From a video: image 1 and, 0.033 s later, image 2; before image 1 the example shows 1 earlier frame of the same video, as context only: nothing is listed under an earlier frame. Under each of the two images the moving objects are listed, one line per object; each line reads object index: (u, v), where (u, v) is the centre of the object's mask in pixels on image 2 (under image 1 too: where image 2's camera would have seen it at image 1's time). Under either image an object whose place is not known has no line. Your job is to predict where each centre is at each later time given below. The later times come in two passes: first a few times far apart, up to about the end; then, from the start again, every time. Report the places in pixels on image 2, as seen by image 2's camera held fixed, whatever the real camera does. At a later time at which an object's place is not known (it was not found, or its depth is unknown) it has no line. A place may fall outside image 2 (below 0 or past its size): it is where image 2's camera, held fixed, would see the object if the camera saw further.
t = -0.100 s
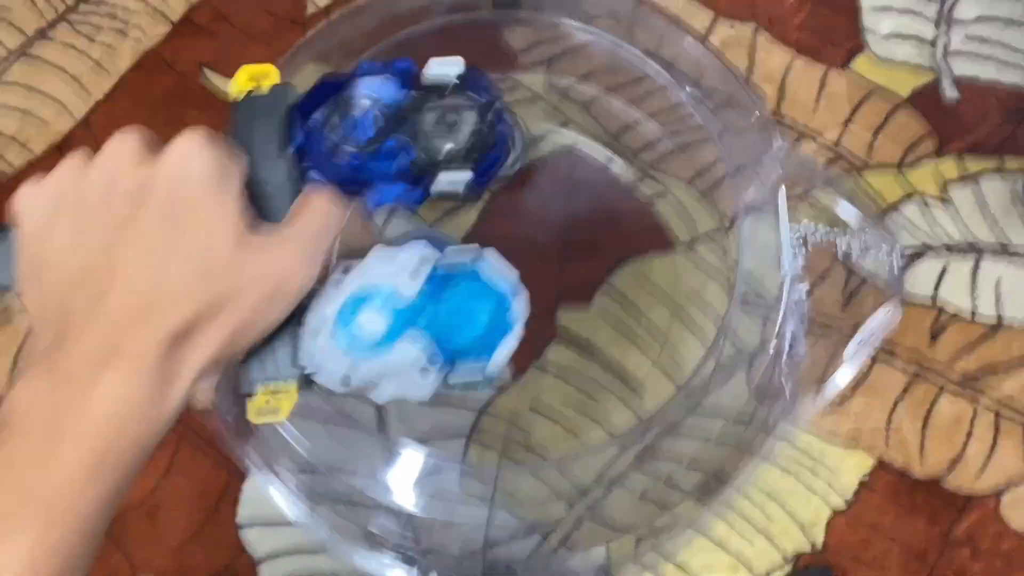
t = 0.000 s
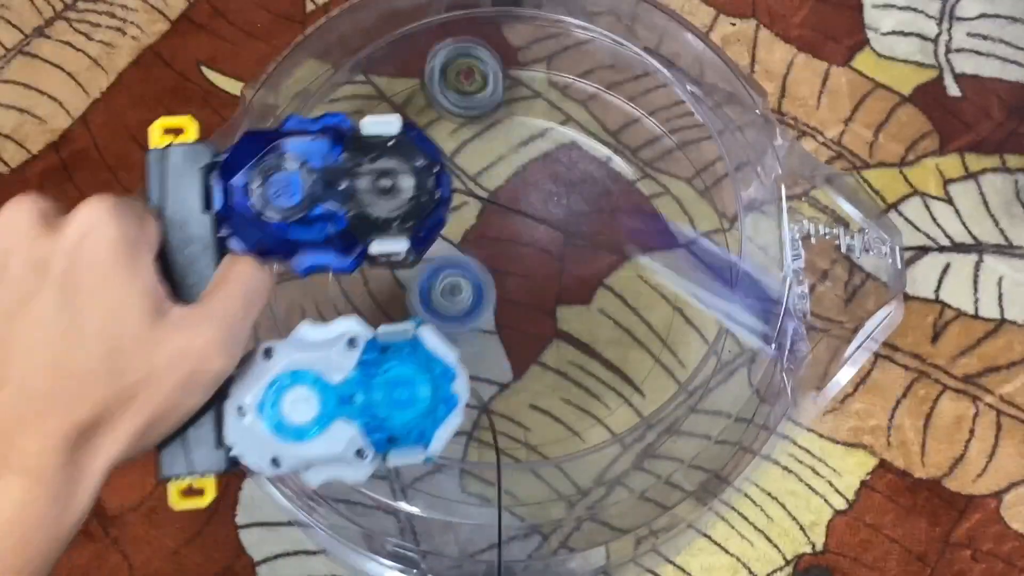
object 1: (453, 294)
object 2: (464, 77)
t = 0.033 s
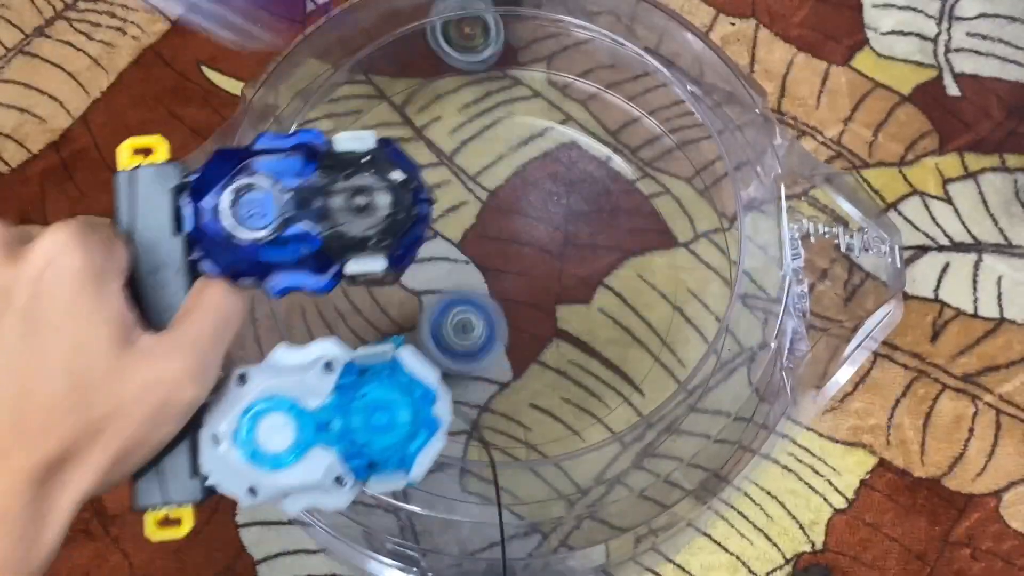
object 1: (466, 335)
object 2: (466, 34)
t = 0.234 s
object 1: (491, 436)
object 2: (482, 100)
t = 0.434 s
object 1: (498, 491)
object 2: (485, 216)
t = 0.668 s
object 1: (534, 488)
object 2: (523, 337)
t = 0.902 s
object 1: (553, 481)
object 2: (598, 301)
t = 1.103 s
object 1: (586, 476)
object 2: (583, 193)
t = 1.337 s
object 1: (623, 459)
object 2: (481, 216)
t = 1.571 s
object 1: (667, 425)
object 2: (506, 362)
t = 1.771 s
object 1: (705, 379)
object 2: (554, 346)
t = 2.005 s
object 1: (729, 291)
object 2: (494, 237)
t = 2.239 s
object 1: (720, 269)
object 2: (454, 272)
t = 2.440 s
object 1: (723, 264)
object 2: (506, 327)
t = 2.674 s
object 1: (720, 241)
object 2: (528, 250)
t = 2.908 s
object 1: (697, 190)
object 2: (452, 251)
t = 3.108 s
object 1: (675, 150)
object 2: (478, 318)
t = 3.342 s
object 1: (635, 107)
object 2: (551, 251)
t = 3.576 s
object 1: (577, 75)
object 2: (488, 217)
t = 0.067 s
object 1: (475, 361)
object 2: (468, 37)
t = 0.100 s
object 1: (484, 387)
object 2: (472, 49)
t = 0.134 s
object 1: (490, 406)
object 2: (475, 63)
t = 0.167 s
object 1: (492, 421)
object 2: (477, 77)
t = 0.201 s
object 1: (492, 431)
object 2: (479, 89)
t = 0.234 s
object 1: (491, 436)
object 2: (482, 100)
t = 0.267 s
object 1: (486, 437)
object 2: (484, 111)
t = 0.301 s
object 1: (481, 443)
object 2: (486, 128)
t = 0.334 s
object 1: (484, 441)
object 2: (487, 146)
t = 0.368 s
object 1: (485, 460)
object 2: (488, 168)
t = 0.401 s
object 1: (489, 475)
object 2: (487, 190)
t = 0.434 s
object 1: (498, 491)
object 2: (485, 216)
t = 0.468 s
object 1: (502, 490)
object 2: (485, 239)
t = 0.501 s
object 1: (508, 483)
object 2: (486, 263)
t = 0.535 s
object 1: (511, 482)
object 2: (490, 284)
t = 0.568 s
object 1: (520, 481)
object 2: (495, 303)
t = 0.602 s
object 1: (526, 487)
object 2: (502, 317)
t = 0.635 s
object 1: (532, 493)
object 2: (512, 332)
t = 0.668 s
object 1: (534, 488)
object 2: (523, 337)
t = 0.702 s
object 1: (534, 485)
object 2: (536, 345)
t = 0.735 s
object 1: (534, 482)
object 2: (548, 344)
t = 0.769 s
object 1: (539, 482)
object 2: (560, 343)
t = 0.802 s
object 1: (546, 484)
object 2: (571, 337)
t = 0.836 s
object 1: (554, 488)
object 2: (582, 328)
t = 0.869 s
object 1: (554, 486)
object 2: (591, 317)
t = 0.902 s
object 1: (553, 481)
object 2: (598, 301)
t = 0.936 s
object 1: (554, 477)
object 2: (604, 284)
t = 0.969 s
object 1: (559, 476)
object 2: (607, 265)
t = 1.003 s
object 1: (569, 477)
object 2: (607, 244)
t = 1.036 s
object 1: (580, 479)
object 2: (603, 225)
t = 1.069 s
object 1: (586, 478)
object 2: (594, 208)
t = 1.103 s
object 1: (586, 476)
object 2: (583, 193)
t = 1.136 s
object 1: (583, 474)
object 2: (571, 183)
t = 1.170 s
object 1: (579, 470)
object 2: (554, 177)
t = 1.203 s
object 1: (580, 468)
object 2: (539, 175)
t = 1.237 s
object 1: (586, 466)
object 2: (523, 178)
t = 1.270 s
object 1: (597, 464)
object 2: (507, 186)
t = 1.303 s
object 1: (613, 462)
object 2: (494, 198)
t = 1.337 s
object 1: (623, 459)
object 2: (481, 216)
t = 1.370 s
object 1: (628, 456)
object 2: (472, 238)
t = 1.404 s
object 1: (627, 451)
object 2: (467, 262)
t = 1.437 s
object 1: (627, 446)
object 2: (464, 286)
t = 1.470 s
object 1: (631, 442)
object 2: (468, 307)
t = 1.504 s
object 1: (640, 438)
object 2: (477, 330)
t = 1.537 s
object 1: (655, 431)
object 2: (489, 347)
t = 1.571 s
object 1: (667, 425)
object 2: (506, 362)
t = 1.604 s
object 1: (673, 420)
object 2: (527, 373)
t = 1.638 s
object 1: (672, 415)
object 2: (547, 380)
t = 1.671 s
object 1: (671, 411)
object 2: (572, 381)
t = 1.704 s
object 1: (689, 406)
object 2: (574, 374)
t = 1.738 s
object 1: (699, 392)
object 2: (564, 362)
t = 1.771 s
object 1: (705, 379)
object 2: (554, 346)
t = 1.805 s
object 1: (701, 362)
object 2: (544, 331)
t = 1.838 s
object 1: (700, 346)
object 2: (535, 315)
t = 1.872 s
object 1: (704, 332)
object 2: (525, 297)
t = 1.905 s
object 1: (708, 320)
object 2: (516, 277)
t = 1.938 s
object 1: (716, 310)
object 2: (508, 261)
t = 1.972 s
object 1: (728, 301)
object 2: (501, 248)
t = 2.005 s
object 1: (729, 291)
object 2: (494, 237)
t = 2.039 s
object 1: (724, 287)
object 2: (487, 230)
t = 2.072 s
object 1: (723, 280)
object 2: (481, 228)
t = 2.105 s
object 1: (724, 273)
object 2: (474, 229)
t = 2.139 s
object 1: (726, 269)
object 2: (466, 236)
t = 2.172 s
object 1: (727, 267)
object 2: (460, 246)
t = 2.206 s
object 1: (724, 267)
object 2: (456, 258)
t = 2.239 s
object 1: (720, 269)
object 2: (454, 272)
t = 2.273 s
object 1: (720, 268)
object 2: (456, 286)
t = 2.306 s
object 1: (721, 265)
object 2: (461, 300)
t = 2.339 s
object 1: (724, 259)
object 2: (469, 311)
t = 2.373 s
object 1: (726, 258)
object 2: (480, 320)
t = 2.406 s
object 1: (724, 259)
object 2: (493, 325)
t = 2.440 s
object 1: (723, 264)
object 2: (506, 327)
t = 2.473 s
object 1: (721, 268)
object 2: (520, 323)
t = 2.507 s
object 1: (720, 269)
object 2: (532, 316)
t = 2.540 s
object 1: (721, 266)
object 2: (541, 305)
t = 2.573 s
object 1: (717, 259)
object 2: (544, 293)
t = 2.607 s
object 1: (725, 248)
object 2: (543, 278)
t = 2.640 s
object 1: (723, 243)
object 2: (537, 263)
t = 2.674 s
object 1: (720, 241)
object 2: (528, 250)
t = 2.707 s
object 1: (717, 239)
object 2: (517, 240)
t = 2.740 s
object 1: (707, 233)
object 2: (506, 233)
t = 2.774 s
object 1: (706, 223)
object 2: (496, 230)
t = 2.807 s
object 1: (708, 210)
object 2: (483, 230)
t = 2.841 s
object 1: (709, 198)
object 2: (471, 234)
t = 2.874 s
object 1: (701, 193)
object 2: (460, 241)
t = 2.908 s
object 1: (697, 190)
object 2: (452, 251)
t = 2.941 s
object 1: (699, 182)
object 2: (446, 265)
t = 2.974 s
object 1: (694, 173)
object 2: (445, 278)
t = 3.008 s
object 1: (686, 163)
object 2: (447, 290)
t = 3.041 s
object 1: (686, 156)
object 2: (453, 301)
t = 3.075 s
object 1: (679, 155)
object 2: (464, 311)
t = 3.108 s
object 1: (675, 150)
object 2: (478, 318)
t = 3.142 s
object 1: (671, 141)
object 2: (494, 321)
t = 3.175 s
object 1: (664, 131)
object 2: (511, 319)
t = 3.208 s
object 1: (658, 123)
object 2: (526, 311)
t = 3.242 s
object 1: (653, 120)
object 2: (539, 300)
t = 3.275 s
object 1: (649, 119)
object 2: (547, 285)
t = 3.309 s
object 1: (643, 115)
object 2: (551, 268)
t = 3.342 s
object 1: (635, 107)
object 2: (551, 251)
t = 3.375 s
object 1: (626, 99)
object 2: (548, 237)
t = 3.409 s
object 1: (617, 92)
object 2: (541, 226)
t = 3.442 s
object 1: (610, 90)
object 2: (529, 218)
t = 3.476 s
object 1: (605, 89)
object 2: (519, 213)
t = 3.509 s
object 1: (598, 86)
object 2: (510, 212)
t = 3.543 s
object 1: (588, 82)
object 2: (499, 214)
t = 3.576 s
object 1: (577, 75)
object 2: (488, 217)
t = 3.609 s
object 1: (571, 74)
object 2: (479, 223)
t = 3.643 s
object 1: (566, 74)
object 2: (471, 230)
